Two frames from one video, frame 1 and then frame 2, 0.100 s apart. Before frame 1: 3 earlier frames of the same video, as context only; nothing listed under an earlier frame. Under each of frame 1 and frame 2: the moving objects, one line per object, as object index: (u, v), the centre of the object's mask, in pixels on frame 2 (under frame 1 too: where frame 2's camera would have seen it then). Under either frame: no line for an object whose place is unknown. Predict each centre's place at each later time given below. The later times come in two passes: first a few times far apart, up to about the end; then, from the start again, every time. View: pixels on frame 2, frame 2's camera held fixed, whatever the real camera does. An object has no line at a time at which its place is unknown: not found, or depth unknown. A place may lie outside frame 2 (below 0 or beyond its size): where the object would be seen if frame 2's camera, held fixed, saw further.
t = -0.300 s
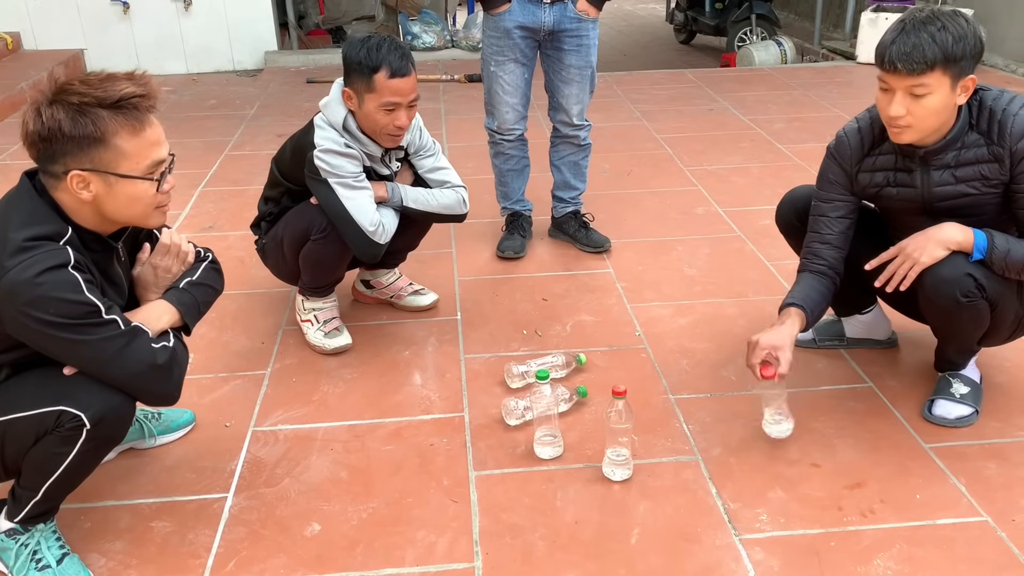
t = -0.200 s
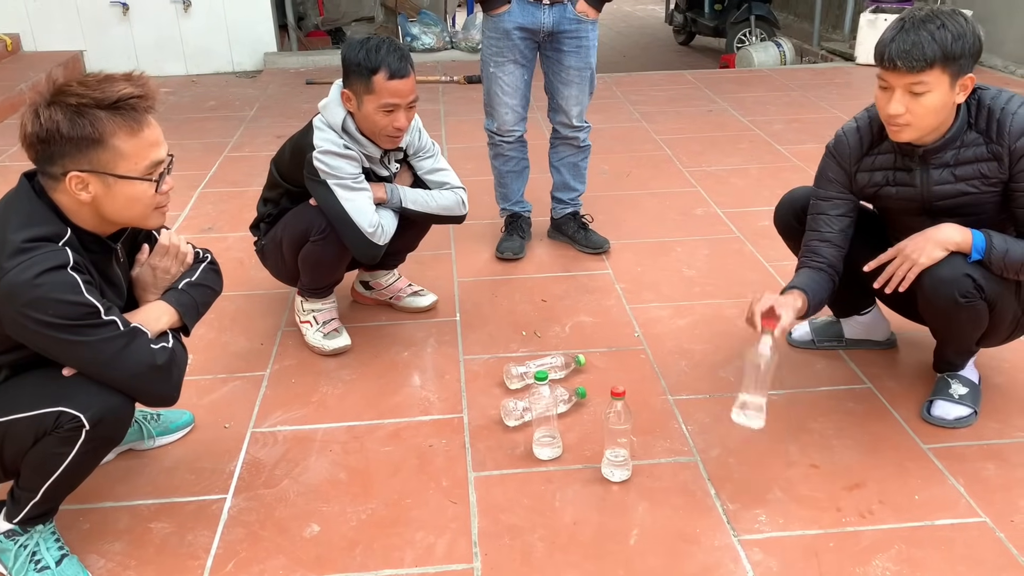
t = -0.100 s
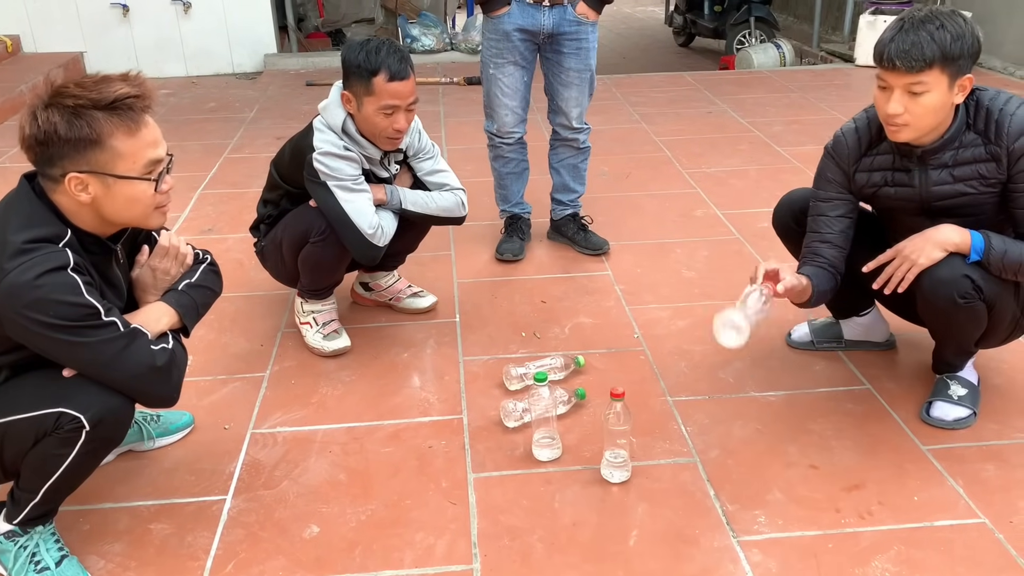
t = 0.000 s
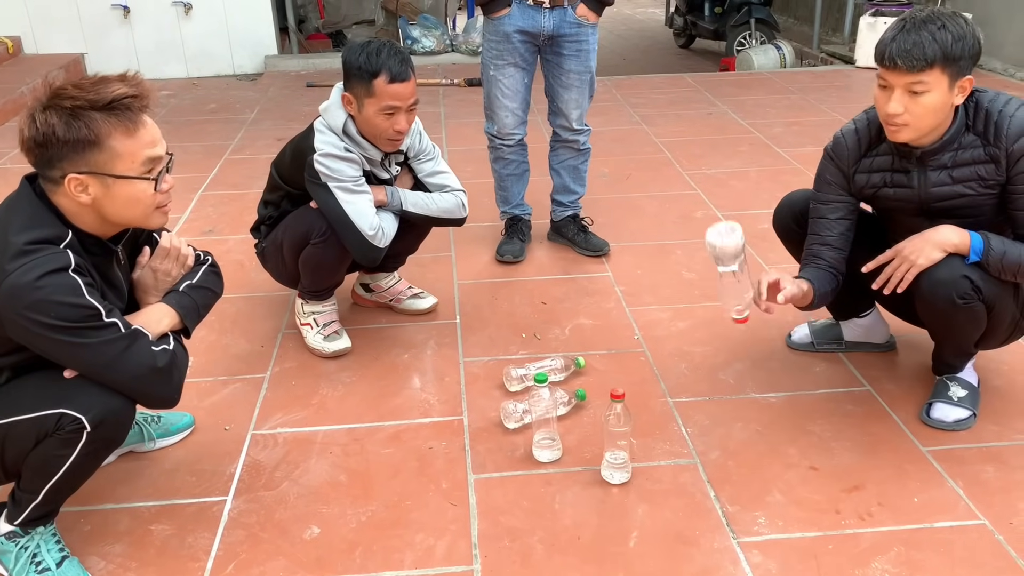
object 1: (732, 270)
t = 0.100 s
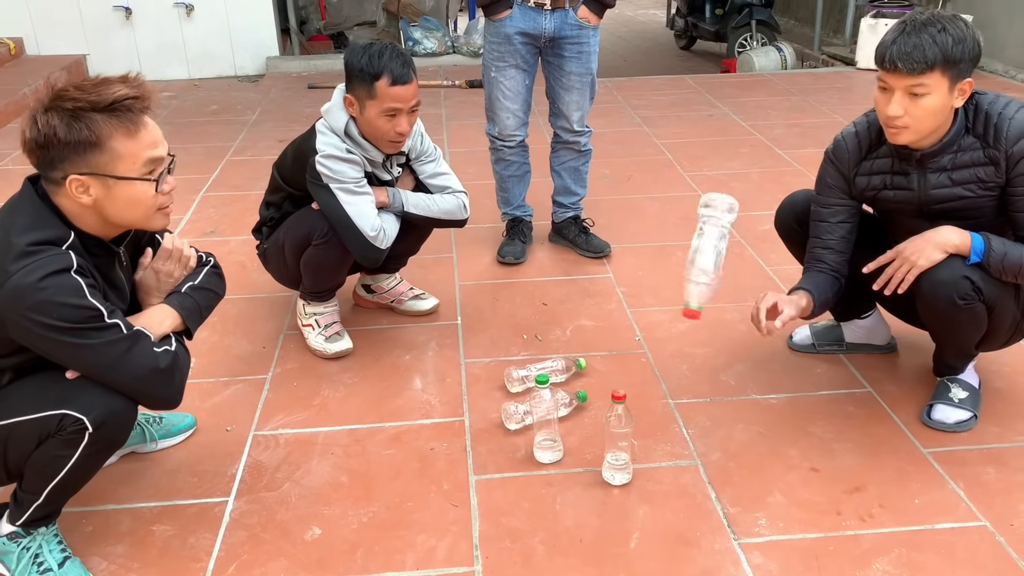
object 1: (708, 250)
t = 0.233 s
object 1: (680, 270)
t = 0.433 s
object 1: (643, 483)
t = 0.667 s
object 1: (632, 533)
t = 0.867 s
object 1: (632, 529)
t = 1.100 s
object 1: (635, 532)
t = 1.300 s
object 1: (634, 534)
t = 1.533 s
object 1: (635, 534)
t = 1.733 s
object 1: (633, 533)
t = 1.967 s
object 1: (634, 531)
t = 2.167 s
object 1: (634, 531)
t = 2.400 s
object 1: (633, 535)
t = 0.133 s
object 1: (700, 247)
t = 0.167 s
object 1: (692, 249)
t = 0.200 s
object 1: (687, 256)
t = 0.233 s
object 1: (680, 270)
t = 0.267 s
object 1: (674, 290)
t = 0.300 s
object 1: (668, 318)
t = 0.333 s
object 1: (662, 352)
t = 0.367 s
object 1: (655, 390)
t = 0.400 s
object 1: (650, 434)
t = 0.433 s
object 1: (643, 483)
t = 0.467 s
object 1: (637, 524)
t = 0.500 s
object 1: (635, 524)
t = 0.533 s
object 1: (634, 526)
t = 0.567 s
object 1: (634, 529)
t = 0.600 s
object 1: (633, 531)
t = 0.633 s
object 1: (632, 532)
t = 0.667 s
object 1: (632, 533)
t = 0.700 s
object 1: (633, 533)
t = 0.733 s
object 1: (635, 533)
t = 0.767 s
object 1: (637, 532)
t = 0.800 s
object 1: (636, 529)
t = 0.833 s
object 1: (633, 528)
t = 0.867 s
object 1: (632, 529)
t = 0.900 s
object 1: (633, 531)
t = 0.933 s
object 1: (637, 532)
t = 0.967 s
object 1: (639, 532)
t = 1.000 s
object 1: (638, 533)
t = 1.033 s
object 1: (634, 533)
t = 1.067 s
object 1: (633, 532)
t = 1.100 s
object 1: (635, 532)
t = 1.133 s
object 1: (635, 533)
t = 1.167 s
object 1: (634, 534)
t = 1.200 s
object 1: (634, 533)
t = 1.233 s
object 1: (635, 533)
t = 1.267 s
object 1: (634, 534)
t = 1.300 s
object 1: (634, 534)
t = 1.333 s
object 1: (635, 534)
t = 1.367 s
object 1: (633, 534)
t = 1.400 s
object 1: (635, 534)
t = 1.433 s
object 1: (635, 535)
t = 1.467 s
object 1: (634, 534)
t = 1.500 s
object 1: (634, 534)
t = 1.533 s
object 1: (635, 534)
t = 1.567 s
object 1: (635, 534)
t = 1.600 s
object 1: (634, 534)
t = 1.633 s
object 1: (634, 533)
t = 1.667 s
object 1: (634, 534)
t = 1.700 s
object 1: (635, 533)
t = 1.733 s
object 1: (633, 533)
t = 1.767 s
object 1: (634, 532)
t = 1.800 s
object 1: (634, 532)
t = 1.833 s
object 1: (634, 532)
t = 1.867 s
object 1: (634, 532)
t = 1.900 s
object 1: (633, 532)
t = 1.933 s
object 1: (634, 531)
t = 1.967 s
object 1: (634, 531)
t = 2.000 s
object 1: (634, 531)
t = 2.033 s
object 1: (634, 531)
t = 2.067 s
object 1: (633, 531)
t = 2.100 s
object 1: (633, 531)
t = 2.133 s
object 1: (634, 531)
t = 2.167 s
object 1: (634, 531)
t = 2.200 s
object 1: (634, 532)
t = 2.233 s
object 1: (634, 532)
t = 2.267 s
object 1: (634, 533)
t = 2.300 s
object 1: (633, 534)
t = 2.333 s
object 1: (634, 534)
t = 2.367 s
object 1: (634, 534)
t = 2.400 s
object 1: (633, 535)
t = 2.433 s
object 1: (633, 536)
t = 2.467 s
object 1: (633, 537)
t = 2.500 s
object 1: (634, 539)
